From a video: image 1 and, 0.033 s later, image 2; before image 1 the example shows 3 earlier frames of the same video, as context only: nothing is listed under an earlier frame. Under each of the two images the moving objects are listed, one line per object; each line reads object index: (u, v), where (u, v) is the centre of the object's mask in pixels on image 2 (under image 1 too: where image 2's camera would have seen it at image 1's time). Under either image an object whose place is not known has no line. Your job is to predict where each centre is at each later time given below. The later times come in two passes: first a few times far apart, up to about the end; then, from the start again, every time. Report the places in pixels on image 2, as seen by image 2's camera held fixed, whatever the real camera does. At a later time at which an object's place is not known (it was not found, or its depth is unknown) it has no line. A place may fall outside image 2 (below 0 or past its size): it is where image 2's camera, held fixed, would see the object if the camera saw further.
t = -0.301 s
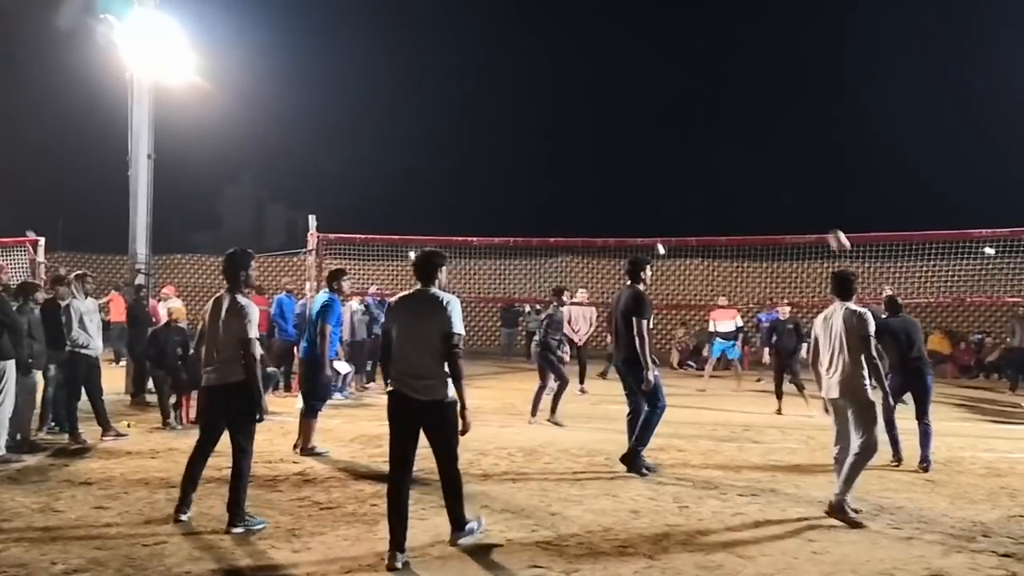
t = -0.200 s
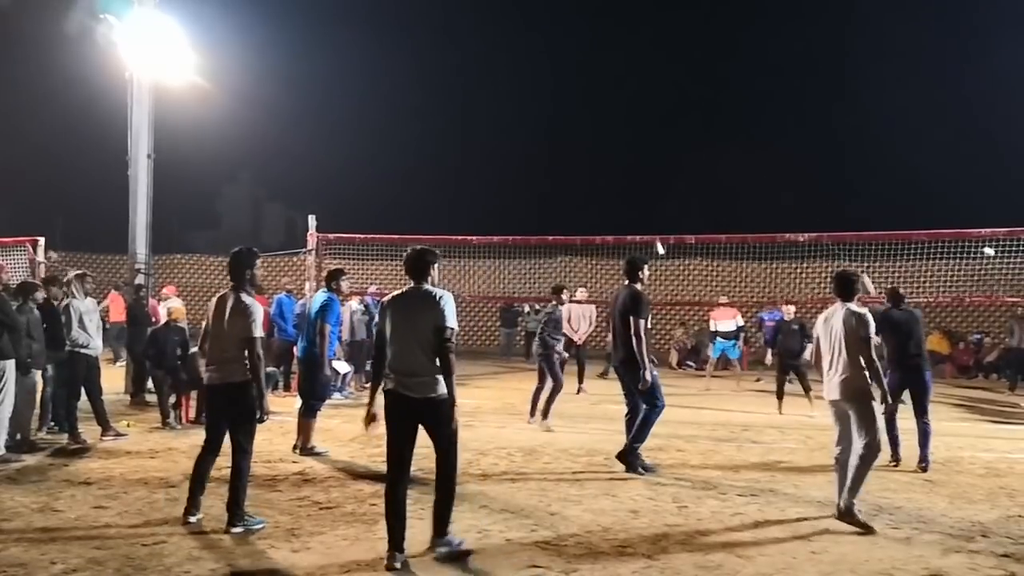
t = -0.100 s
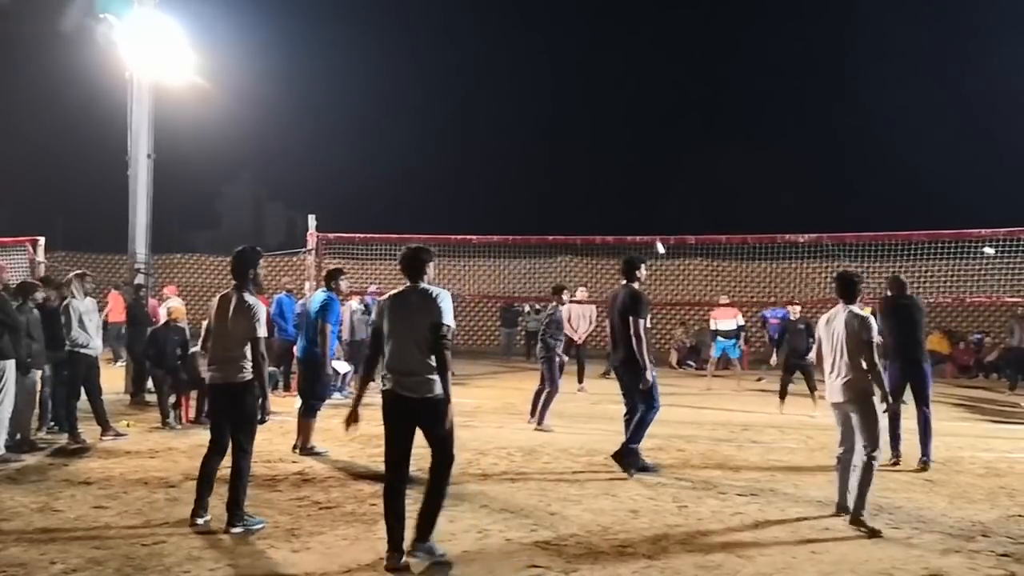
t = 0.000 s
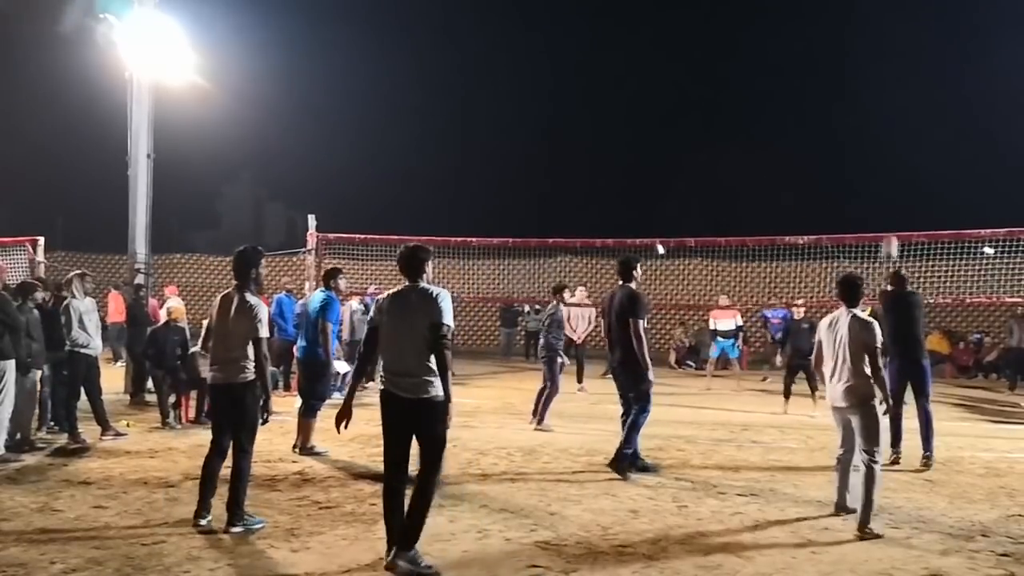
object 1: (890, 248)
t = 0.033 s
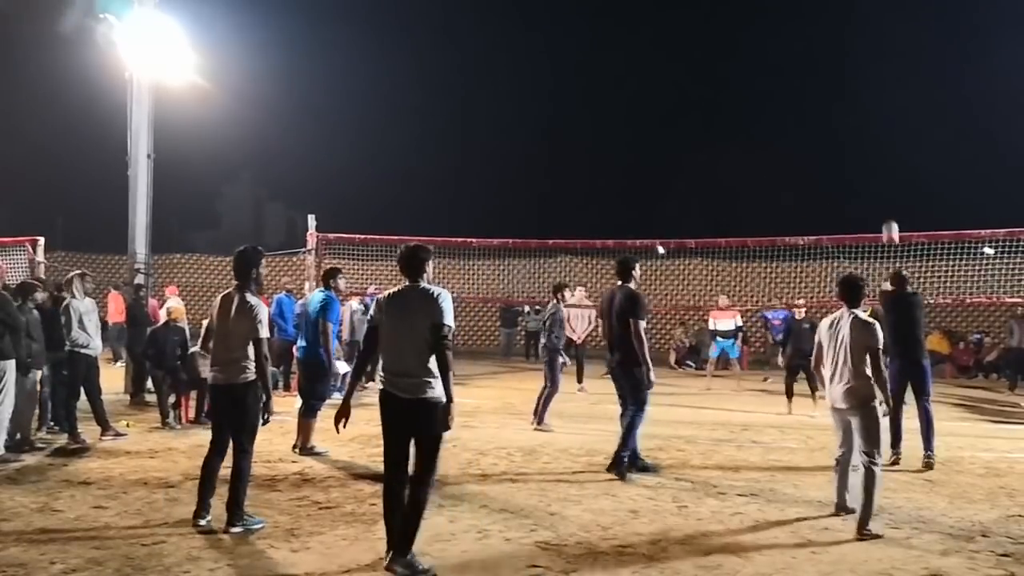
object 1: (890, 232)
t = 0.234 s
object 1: (898, 166)
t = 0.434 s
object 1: (905, 141)
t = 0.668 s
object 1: (912, 151)
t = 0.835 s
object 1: (916, 179)
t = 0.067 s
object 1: (892, 218)
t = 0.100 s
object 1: (893, 205)
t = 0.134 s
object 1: (895, 193)
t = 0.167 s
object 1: (896, 183)
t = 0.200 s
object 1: (898, 173)
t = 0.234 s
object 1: (898, 166)
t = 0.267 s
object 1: (899, 159)
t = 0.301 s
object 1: (901, 153)
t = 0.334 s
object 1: (902, 149)
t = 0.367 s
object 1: (903, 145)
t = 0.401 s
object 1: (904, 142)
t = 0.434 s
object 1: (905, 141)
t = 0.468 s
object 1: (906, 140)
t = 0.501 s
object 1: (907, 140)
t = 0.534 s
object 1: (908, 141)
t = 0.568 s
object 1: (910, 142)
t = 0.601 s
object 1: (911, 145)
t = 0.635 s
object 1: (911, 148)
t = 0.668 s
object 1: (912, 151)
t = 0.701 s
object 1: (913, 155)
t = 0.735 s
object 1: (914, 160)
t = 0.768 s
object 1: (915, 166)
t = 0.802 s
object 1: (916, 172)
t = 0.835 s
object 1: (916, 179)
